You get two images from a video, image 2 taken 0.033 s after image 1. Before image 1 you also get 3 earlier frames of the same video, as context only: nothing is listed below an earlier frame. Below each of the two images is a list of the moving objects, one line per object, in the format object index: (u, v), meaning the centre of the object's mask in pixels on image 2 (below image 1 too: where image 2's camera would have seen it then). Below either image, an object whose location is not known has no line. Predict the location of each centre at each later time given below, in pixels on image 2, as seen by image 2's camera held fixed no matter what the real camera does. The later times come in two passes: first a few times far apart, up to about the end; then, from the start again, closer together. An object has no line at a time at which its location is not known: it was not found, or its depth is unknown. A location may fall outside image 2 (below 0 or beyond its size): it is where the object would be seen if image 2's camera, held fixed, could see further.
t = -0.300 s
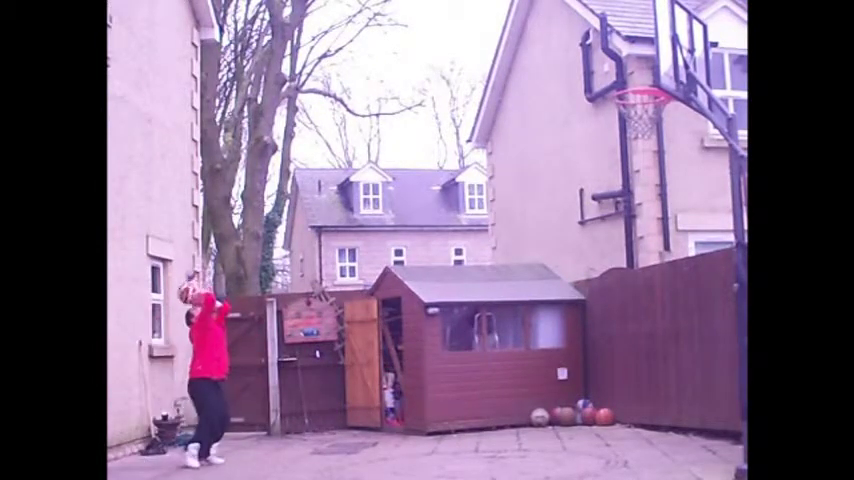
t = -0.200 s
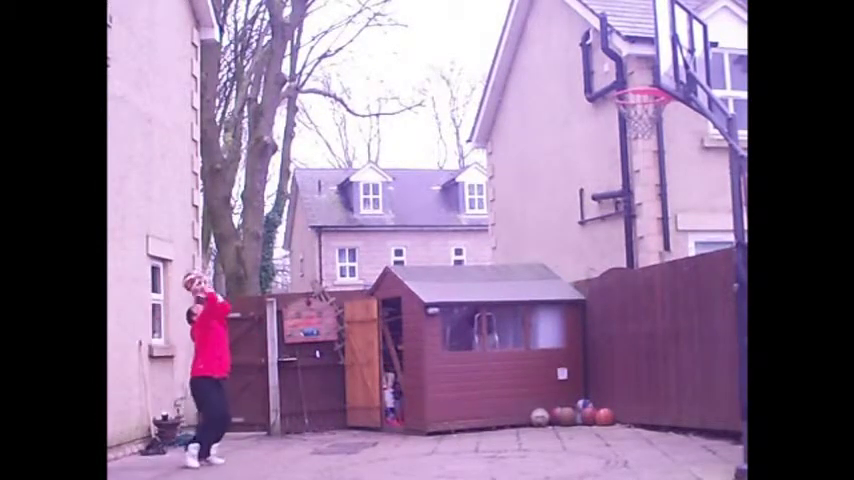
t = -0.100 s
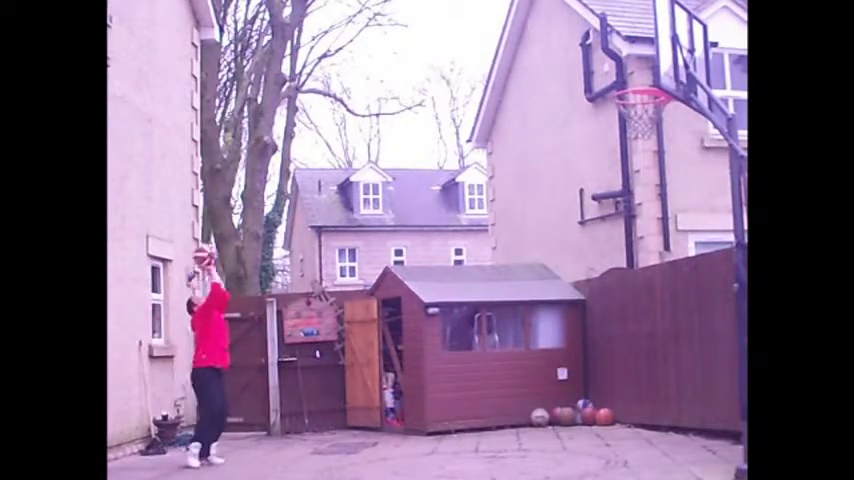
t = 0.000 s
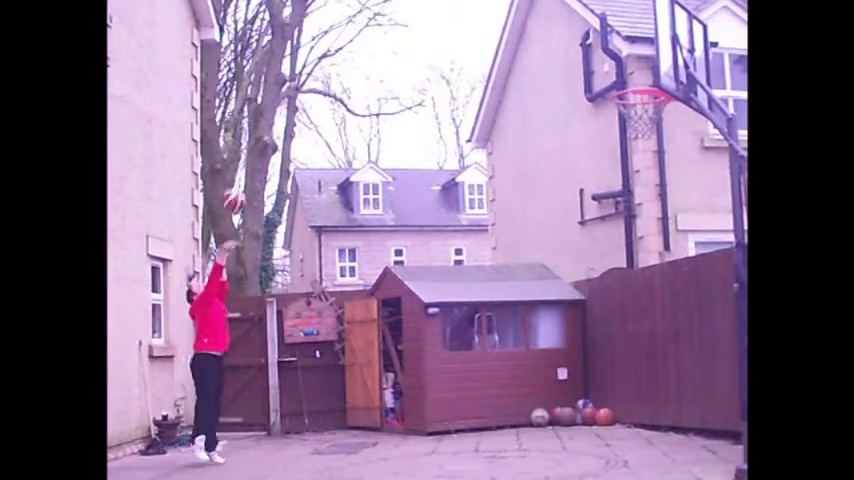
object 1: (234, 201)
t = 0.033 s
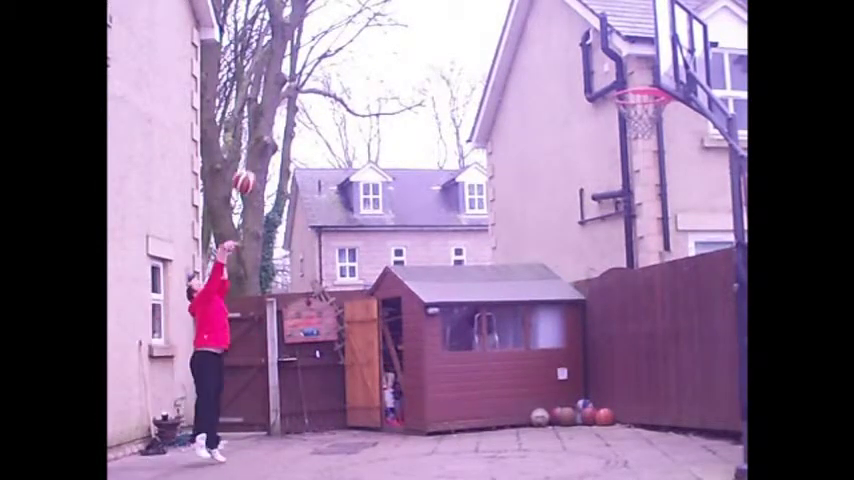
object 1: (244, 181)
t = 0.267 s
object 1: (327, 83)
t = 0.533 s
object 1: (431, 26)
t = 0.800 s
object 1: (548, 44)
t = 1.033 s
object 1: (641, 79)
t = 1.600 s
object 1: (681, 117)
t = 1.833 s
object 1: (695, 206)
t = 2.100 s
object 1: (712, 372)
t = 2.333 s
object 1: (723, 362)
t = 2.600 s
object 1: (728, 258)
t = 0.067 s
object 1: (256, 164)
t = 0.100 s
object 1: (266, 147)
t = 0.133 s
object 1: (280, 135)
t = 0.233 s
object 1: (314, 94)
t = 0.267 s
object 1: (327, 83)
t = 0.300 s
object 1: (339, 72)
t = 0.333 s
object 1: (351, 62)
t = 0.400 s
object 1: (377, 45)
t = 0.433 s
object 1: (390, 39)
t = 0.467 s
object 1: (403, 34)
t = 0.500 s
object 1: (417, 29)
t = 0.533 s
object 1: (431, 26)
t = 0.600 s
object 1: (459, 23)
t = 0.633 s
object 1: (473, 24)
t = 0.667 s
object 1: (488, 25)
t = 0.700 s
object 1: (504, 29)
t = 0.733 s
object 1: (519, 31)
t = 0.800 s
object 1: (548, 44)
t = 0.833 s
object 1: (565, 50)
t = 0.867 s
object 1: (581, 60)
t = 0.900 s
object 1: (598, 72)
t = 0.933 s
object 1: (614, 81)
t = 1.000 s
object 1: (632, 78)
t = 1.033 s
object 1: (641, 79)
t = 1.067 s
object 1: (646, 79)
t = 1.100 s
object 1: (648, 77)
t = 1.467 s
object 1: (673, 102)
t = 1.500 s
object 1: (676, 104)
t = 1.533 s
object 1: (675, 106)
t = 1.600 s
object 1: (681, 117)
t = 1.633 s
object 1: (684, 126)
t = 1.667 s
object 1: (685, 136)
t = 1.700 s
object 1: (688, 148)
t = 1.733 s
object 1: (689, 160)
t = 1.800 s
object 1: (693, 188)
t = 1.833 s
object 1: (695, 206)
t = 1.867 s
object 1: (698, 220)
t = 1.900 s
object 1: (699, 241)
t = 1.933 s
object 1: (702, 257)
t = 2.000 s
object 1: (705, 301)
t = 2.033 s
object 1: (707, 324)
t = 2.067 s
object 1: (709, 347)
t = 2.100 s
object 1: (712, 372)
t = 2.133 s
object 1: (714, 401)
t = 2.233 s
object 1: (720, 422)
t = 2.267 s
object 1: (721, 399)
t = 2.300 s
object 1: (722, 379)
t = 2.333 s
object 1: (723, 362)
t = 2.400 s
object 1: (724, 327)
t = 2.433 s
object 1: (725, 313)
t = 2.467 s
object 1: (726, 298)
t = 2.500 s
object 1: (726, 287)
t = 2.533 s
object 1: (727, 276)
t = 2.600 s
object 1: (728, 258)
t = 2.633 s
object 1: (728, 253)
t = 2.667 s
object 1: (728, 248)
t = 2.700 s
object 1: (730, 243)
